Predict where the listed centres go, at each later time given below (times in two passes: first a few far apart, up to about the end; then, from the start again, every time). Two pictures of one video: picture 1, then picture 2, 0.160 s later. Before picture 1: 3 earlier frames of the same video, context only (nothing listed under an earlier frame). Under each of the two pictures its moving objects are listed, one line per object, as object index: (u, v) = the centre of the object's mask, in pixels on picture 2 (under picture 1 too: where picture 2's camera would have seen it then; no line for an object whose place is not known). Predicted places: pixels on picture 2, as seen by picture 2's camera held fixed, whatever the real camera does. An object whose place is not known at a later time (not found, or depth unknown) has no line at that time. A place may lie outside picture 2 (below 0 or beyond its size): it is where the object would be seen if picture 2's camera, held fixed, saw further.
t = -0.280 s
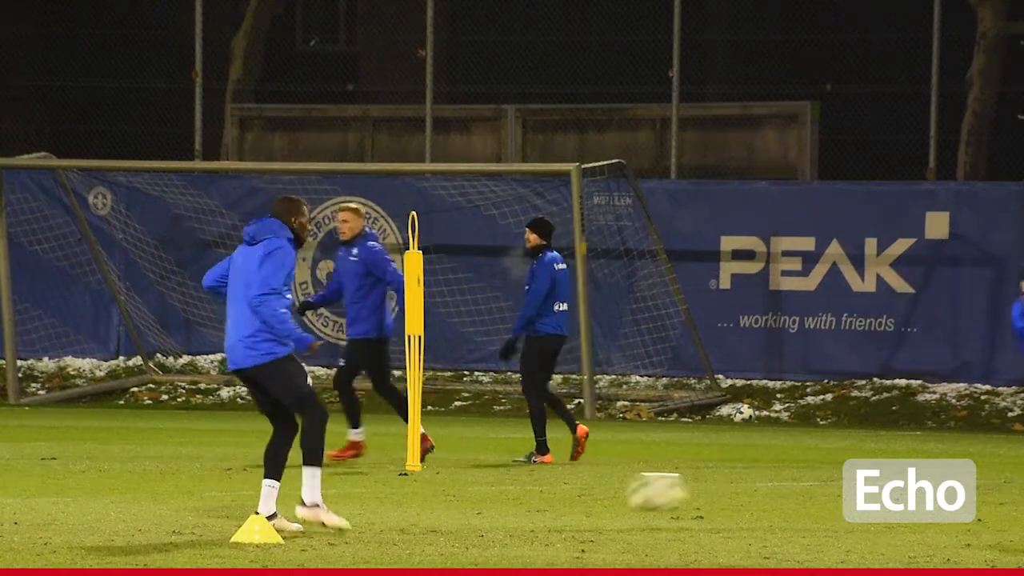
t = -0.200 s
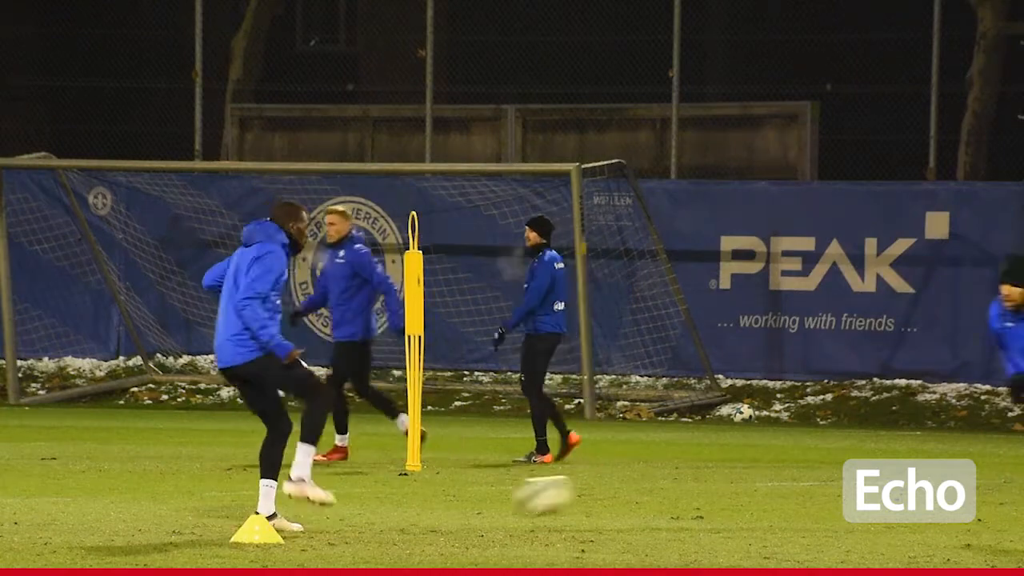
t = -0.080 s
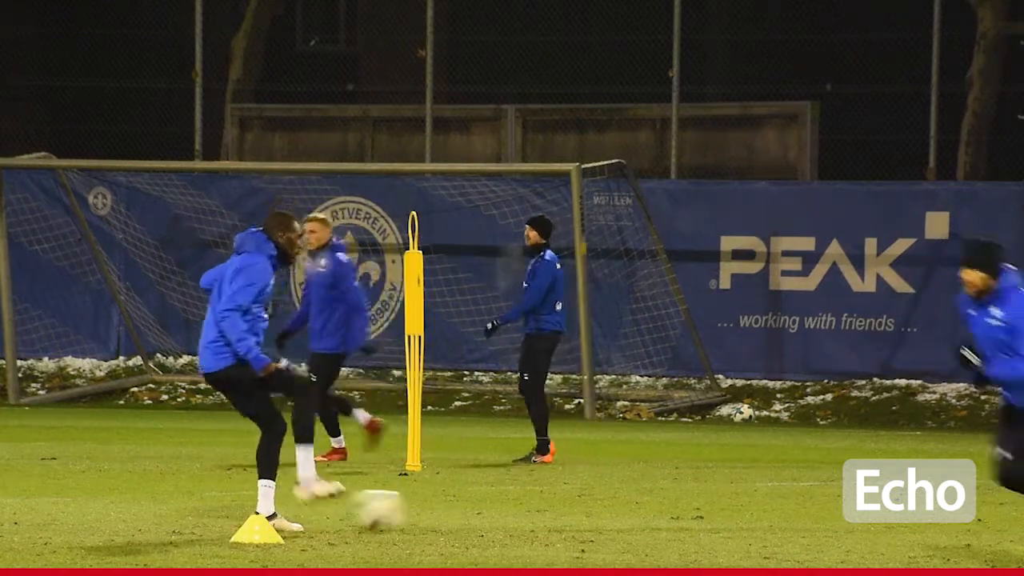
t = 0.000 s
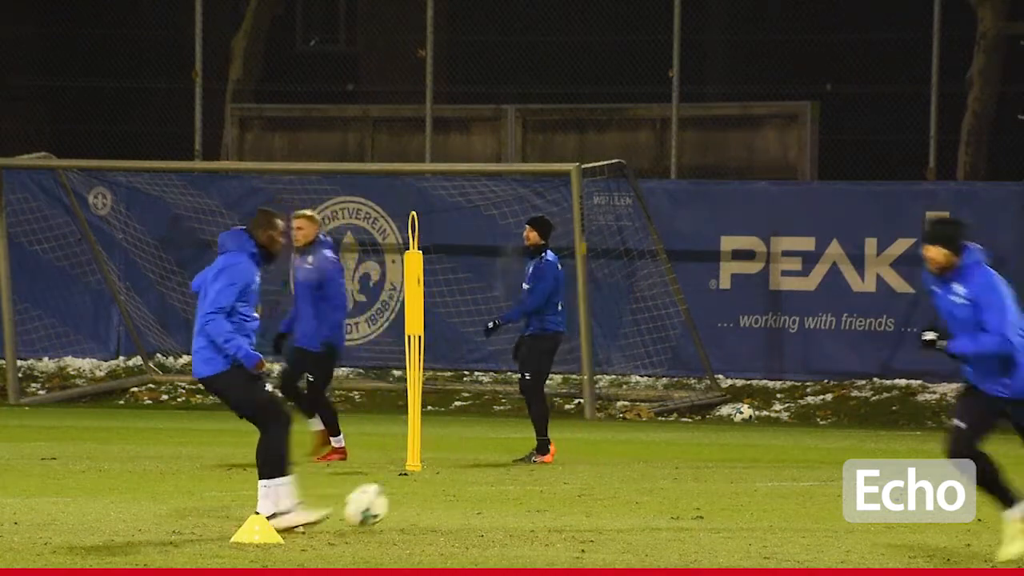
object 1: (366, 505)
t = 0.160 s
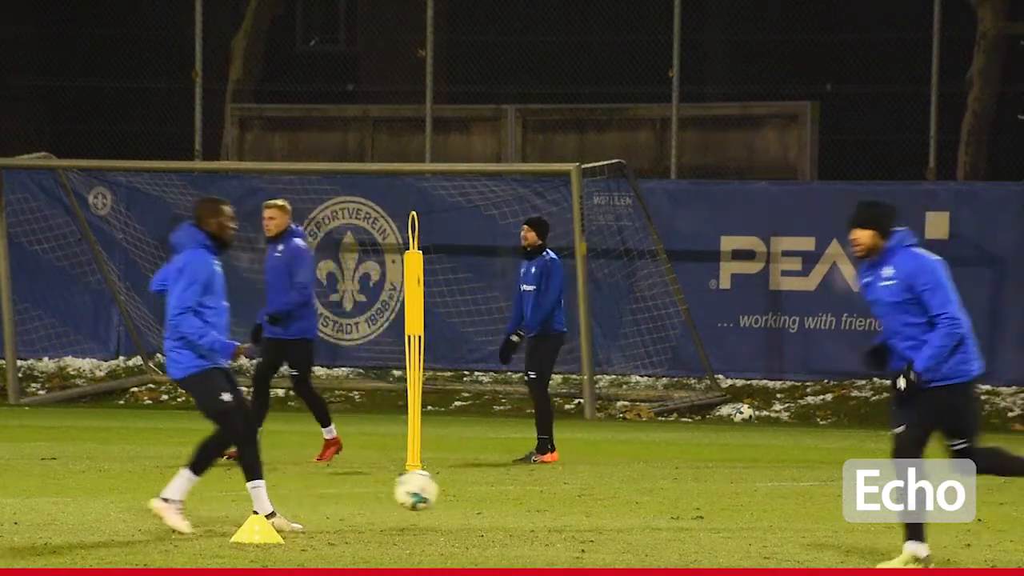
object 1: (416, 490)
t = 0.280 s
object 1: (452, 508)
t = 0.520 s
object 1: (514, 511)
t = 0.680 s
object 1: (556, 512)
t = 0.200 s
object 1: (427, 493)
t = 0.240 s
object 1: (440, 499)
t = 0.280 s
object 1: (452, 508)
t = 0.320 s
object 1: (463, 510)
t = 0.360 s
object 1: (474, 505)
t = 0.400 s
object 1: (484, 503)
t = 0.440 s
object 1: (494, 504)
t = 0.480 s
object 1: (504, 507)
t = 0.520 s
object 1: (514, 511)
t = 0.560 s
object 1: (525, 498)
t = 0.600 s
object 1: (535, 512)
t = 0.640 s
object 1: (545, 513)
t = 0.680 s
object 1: (556, 512)
